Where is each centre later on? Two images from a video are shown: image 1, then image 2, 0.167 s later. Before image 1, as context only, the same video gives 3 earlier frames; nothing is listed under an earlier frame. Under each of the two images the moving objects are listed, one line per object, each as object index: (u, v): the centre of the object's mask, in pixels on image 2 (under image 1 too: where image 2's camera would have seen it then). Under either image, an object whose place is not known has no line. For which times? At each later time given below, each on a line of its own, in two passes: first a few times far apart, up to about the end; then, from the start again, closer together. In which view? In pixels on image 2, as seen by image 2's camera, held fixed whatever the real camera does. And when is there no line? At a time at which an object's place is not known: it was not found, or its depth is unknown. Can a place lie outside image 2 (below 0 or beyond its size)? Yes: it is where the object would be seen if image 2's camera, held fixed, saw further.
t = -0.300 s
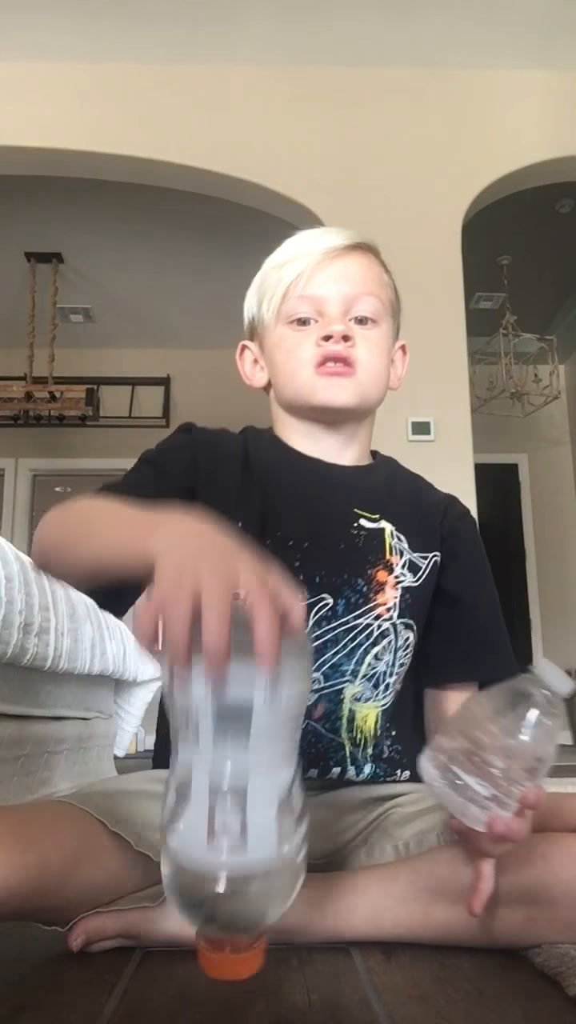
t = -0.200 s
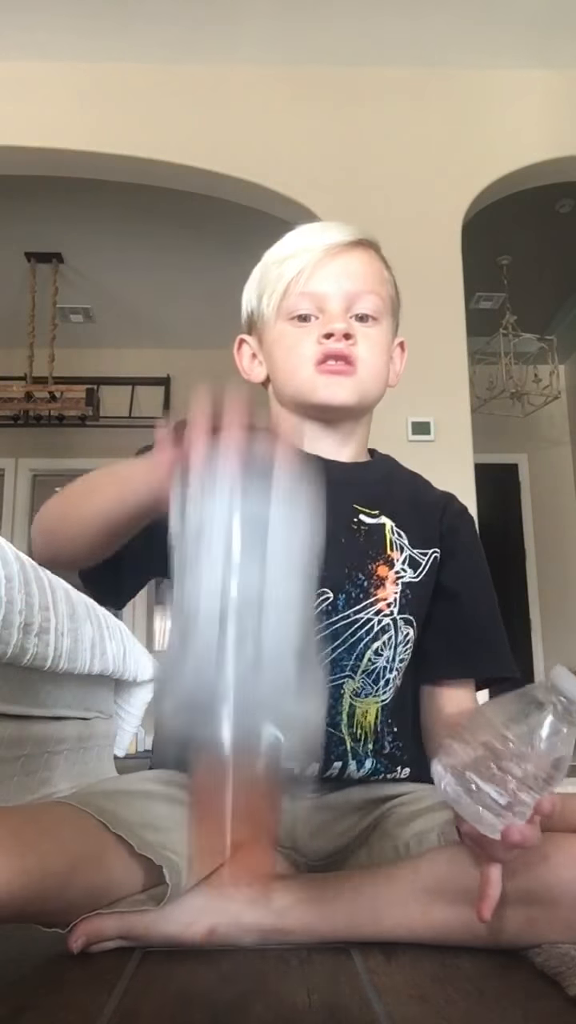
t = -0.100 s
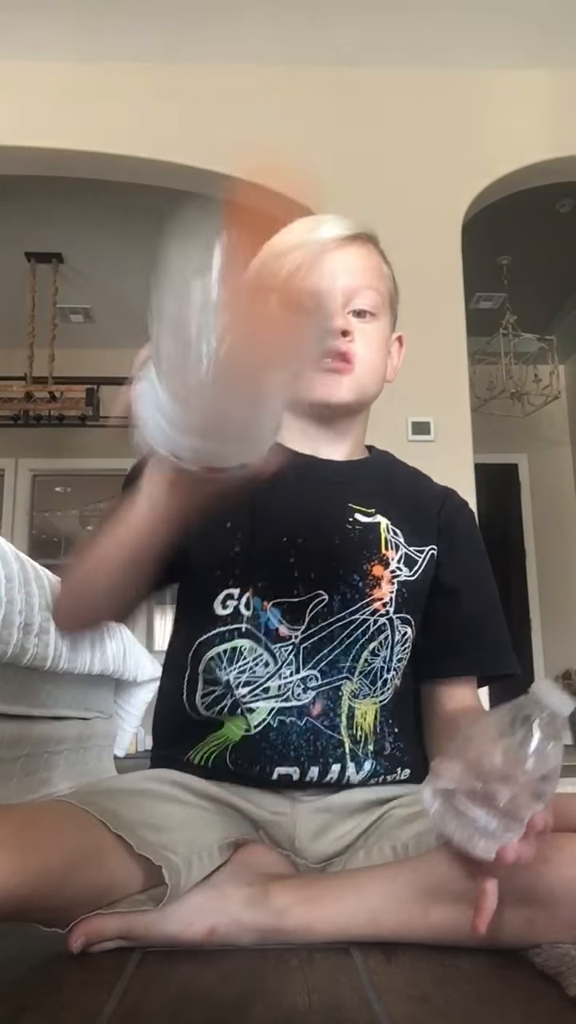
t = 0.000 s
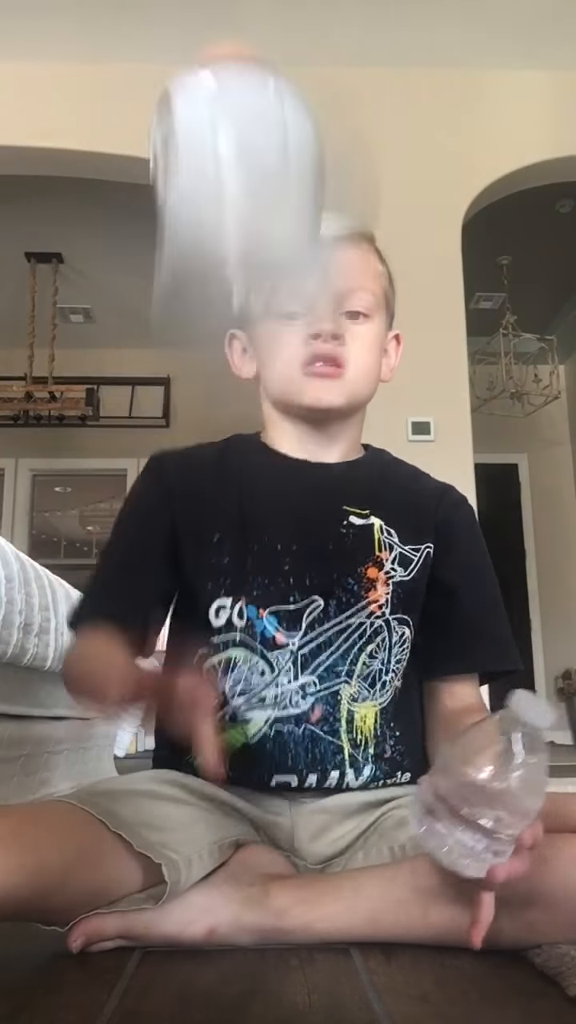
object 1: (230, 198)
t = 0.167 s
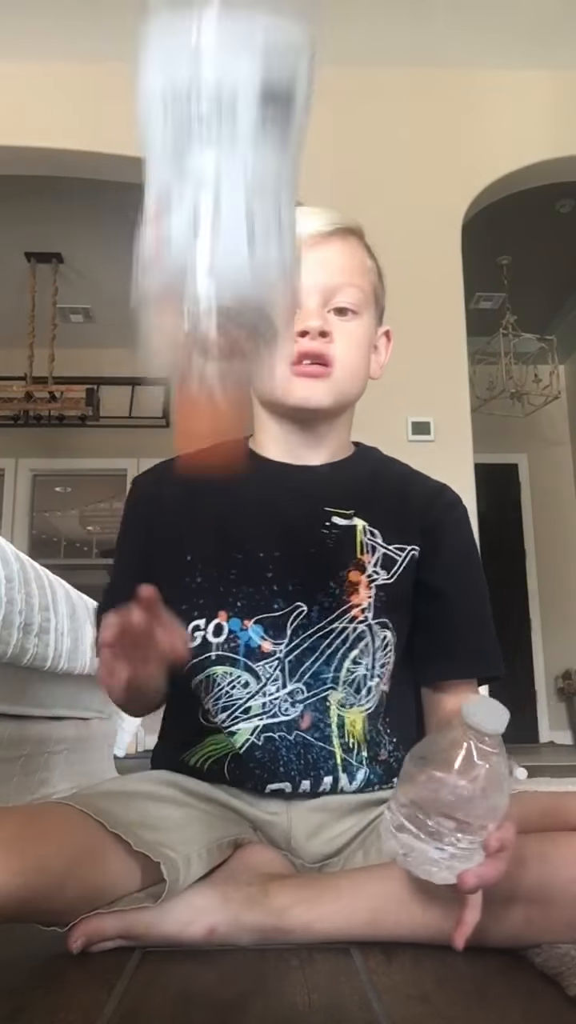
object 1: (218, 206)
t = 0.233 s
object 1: (207, 409)
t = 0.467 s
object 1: (173, 951)
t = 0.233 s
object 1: (207, 409)
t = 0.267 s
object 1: (203, 536)
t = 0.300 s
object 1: (206, 717)
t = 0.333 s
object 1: (197, 870)
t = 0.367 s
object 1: (189, 948)
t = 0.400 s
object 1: (182, 951)
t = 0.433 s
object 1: (179, 951)
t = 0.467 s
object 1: (173, 951)
